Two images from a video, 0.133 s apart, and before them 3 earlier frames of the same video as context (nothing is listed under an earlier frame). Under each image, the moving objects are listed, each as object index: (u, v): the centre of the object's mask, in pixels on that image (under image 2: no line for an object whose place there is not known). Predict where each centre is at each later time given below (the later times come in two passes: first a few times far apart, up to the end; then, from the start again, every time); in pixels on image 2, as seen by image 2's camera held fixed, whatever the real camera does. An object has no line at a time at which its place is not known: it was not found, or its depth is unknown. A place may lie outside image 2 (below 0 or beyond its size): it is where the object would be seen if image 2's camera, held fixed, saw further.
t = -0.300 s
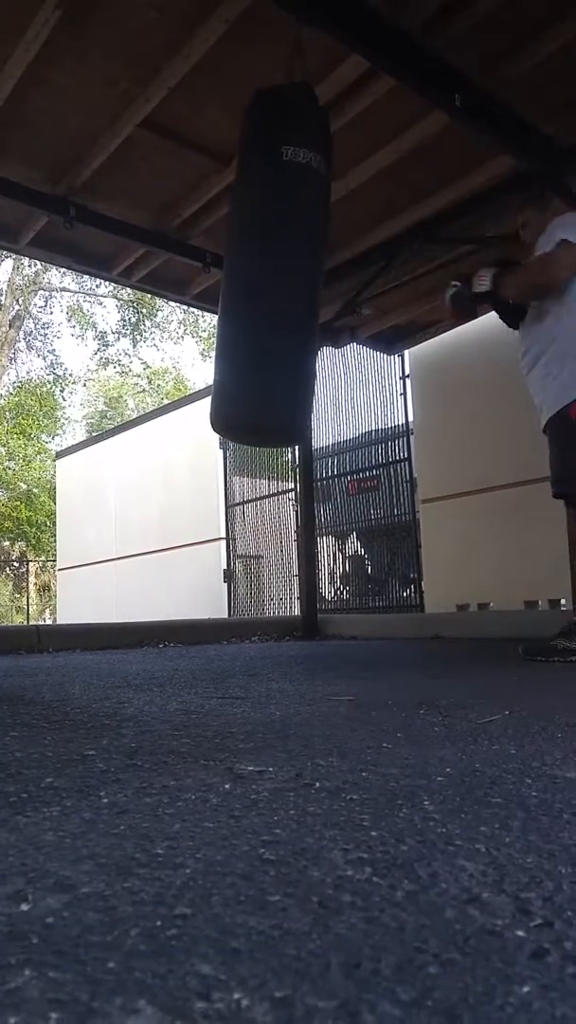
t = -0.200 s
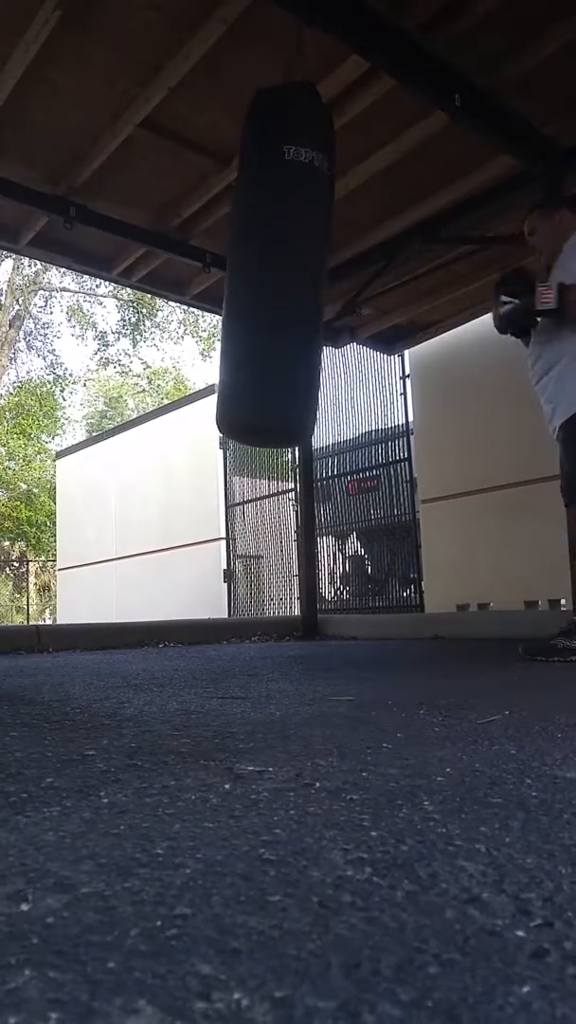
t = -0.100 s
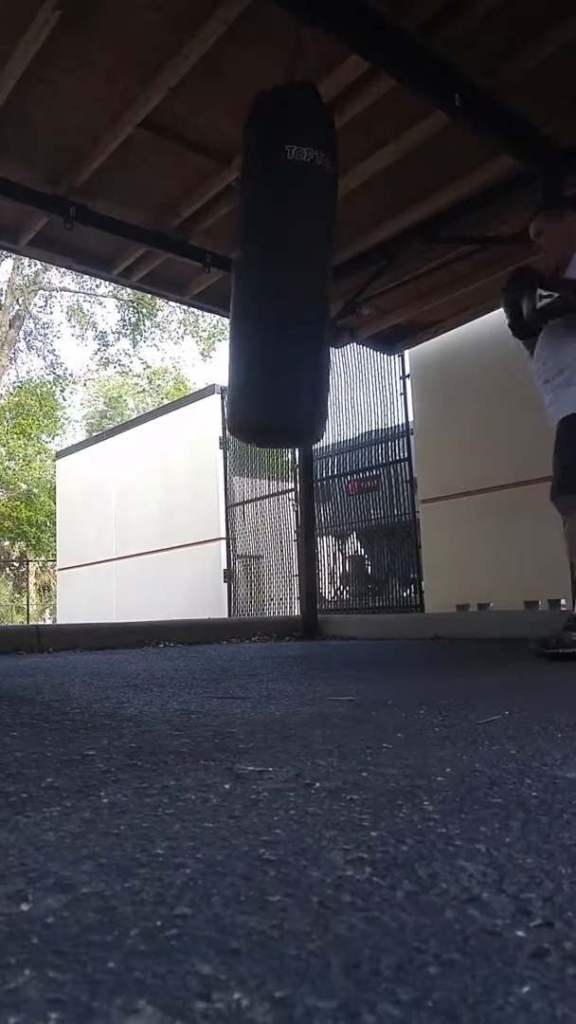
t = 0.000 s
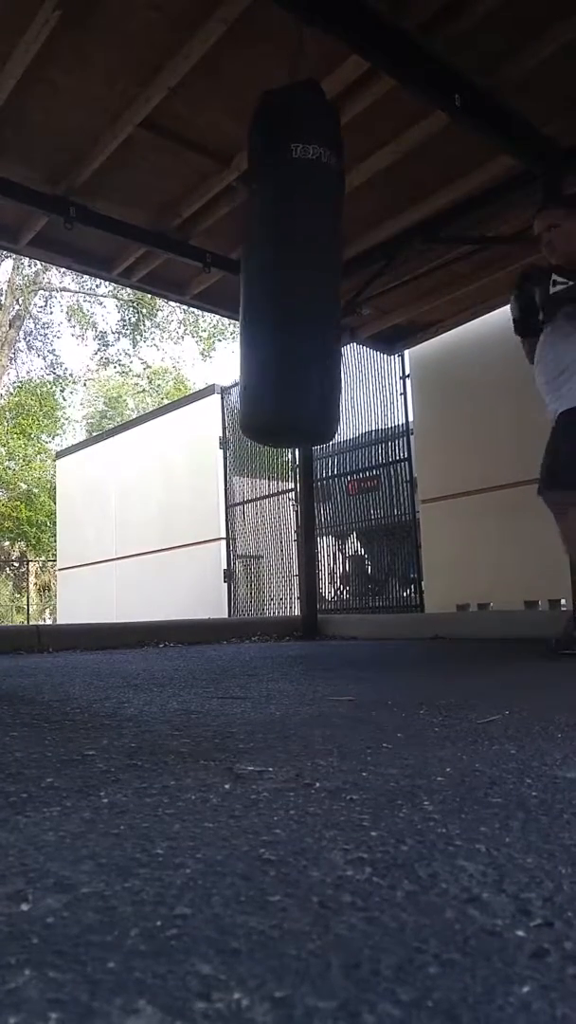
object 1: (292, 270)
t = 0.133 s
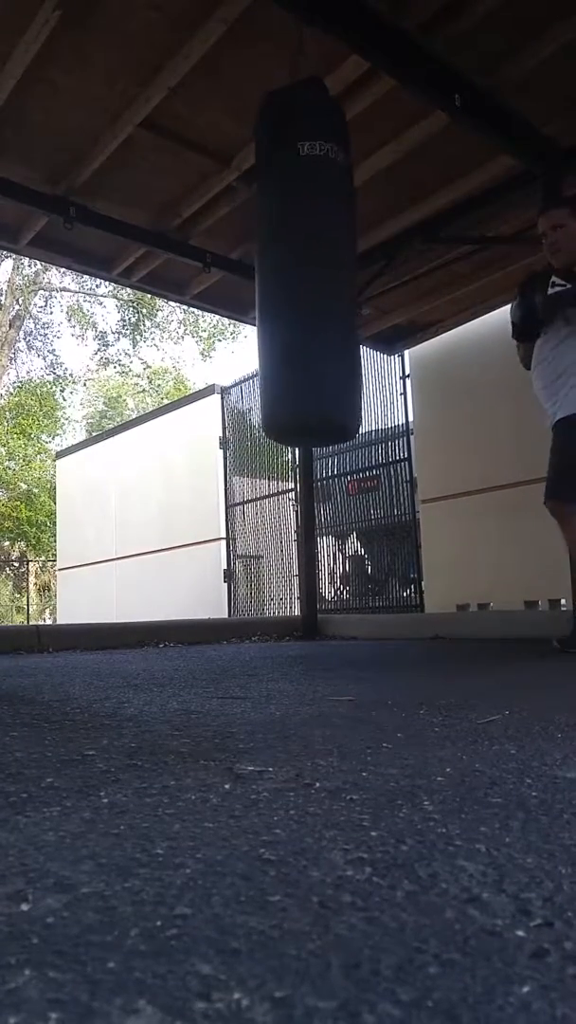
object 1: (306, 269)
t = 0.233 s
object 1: (317, 268)
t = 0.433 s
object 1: (338, 265)
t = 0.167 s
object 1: (309, 268)
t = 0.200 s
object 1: (313, 268)
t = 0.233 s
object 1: (317, 268)
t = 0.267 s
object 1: (321, 267)
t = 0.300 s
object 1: (325, 266)
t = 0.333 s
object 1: (328, 266)
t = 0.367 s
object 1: (332, 266)
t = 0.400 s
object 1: (335, 265)
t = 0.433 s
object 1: (338, 265)
